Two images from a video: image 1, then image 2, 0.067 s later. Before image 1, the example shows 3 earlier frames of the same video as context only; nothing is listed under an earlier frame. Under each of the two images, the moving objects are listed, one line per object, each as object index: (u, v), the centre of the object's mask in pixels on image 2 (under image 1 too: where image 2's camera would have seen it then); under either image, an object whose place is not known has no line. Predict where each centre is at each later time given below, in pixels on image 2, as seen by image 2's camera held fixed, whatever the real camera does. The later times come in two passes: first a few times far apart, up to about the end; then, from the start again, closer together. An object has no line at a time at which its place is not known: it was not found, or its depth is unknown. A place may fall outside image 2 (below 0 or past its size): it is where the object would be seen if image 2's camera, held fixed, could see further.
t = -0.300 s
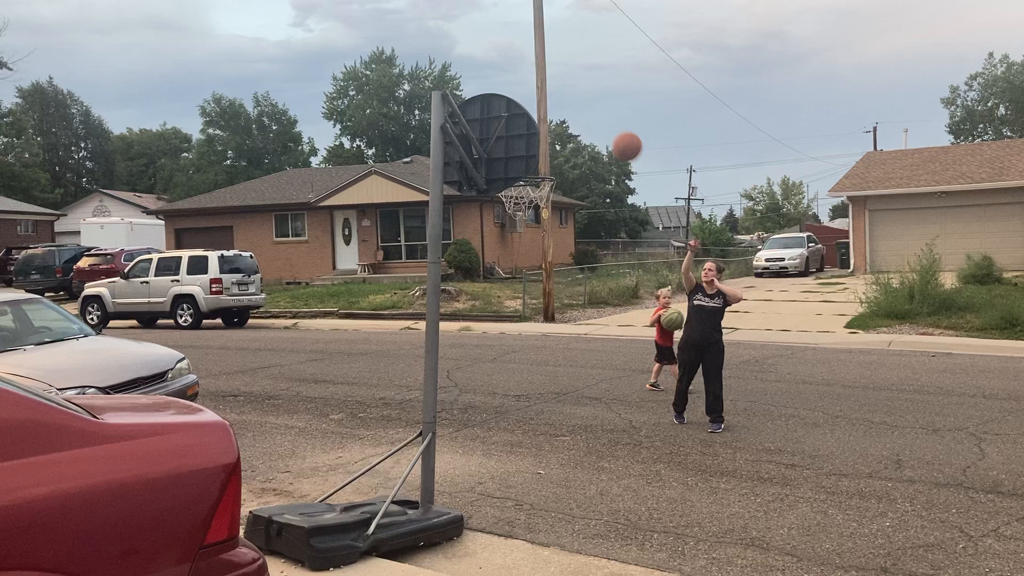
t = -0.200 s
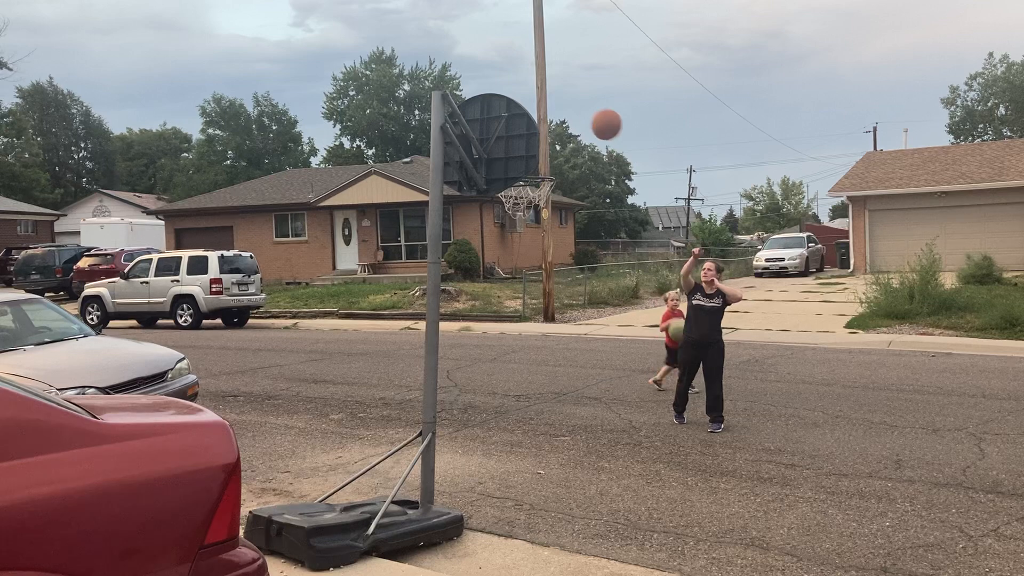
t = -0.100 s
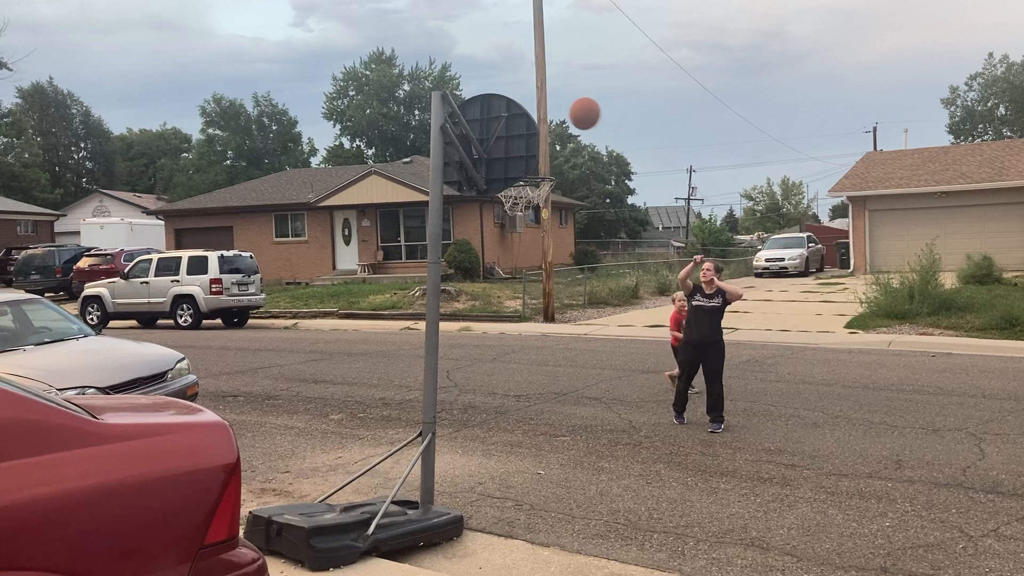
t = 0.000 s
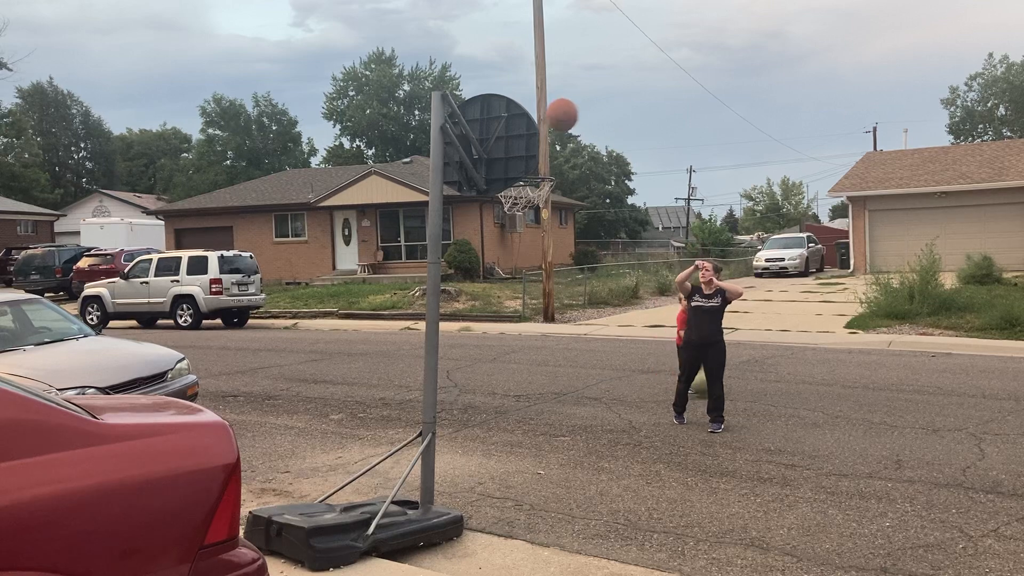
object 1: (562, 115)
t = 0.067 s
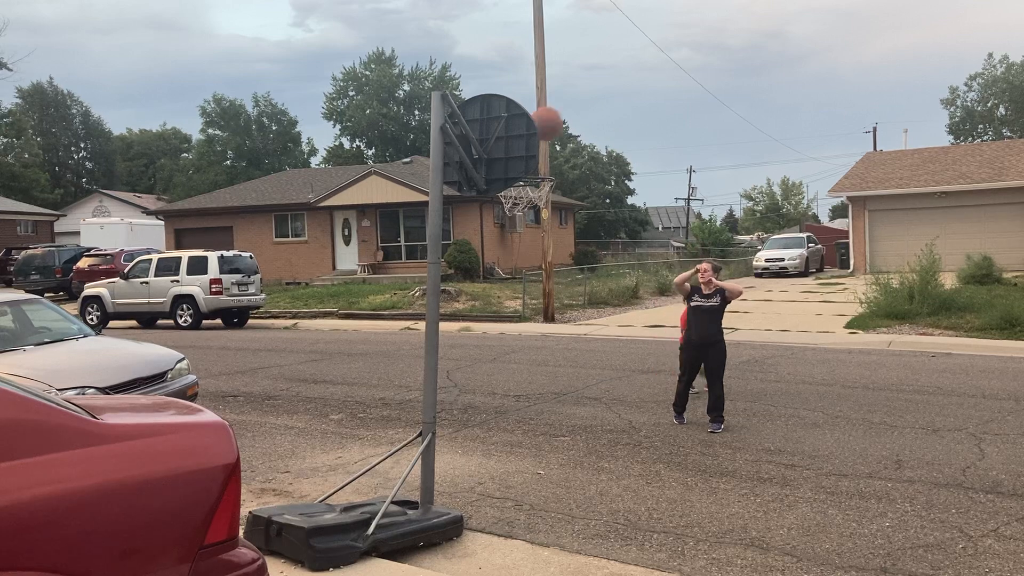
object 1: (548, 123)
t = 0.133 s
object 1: (542, 135)
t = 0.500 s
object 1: (553, 156)
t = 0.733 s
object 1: (581, 183)
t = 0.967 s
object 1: (609, 274)
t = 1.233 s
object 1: (645, 466)
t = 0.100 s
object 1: (544, 129)
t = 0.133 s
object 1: (542, 135)
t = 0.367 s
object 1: (543, 144)
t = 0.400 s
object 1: (546, 144)
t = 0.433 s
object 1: (547, 147)
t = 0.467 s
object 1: (551, 151)
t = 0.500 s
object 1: (553, 156)
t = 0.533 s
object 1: (557, 162)
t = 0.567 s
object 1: (562, 162)
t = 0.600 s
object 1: (565, 163)
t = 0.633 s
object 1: (569, 166)
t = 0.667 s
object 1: (573, 169)
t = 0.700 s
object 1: (577, 176)
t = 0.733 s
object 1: (581, 183)
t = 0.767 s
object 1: (585, 190)
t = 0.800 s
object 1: (589, 201)
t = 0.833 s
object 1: (593, 214)
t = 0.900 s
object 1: (601, 241)
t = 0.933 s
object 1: (605, 257)
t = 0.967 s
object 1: (609, 274)
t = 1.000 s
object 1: (614, 294)
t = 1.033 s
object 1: (618, 313)
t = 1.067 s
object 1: (623, 339)
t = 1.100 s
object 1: (627, 359)
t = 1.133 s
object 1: (631, 385)
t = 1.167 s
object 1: (636, 412)
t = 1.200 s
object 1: (640, 440)
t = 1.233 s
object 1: (645, 466)
